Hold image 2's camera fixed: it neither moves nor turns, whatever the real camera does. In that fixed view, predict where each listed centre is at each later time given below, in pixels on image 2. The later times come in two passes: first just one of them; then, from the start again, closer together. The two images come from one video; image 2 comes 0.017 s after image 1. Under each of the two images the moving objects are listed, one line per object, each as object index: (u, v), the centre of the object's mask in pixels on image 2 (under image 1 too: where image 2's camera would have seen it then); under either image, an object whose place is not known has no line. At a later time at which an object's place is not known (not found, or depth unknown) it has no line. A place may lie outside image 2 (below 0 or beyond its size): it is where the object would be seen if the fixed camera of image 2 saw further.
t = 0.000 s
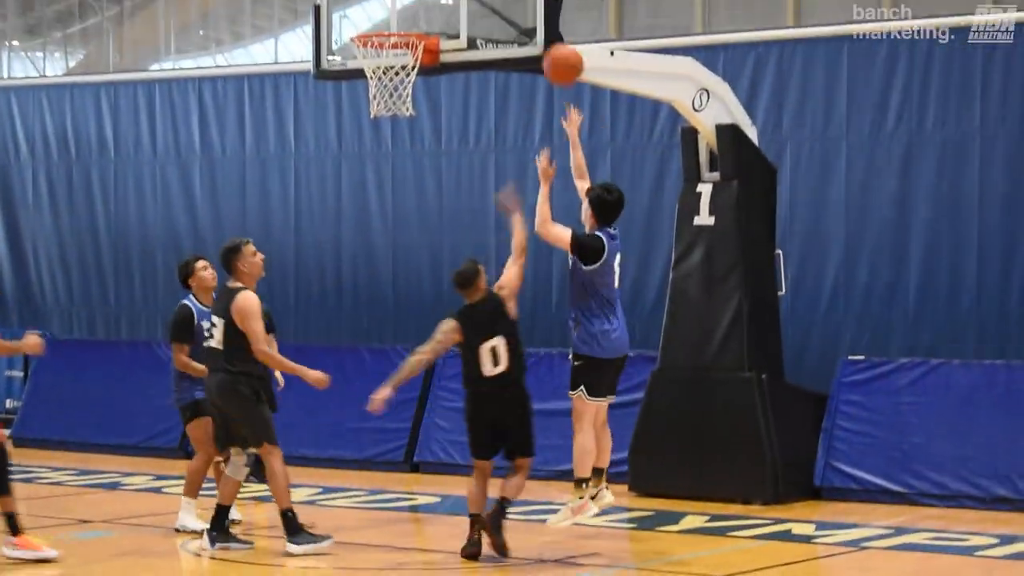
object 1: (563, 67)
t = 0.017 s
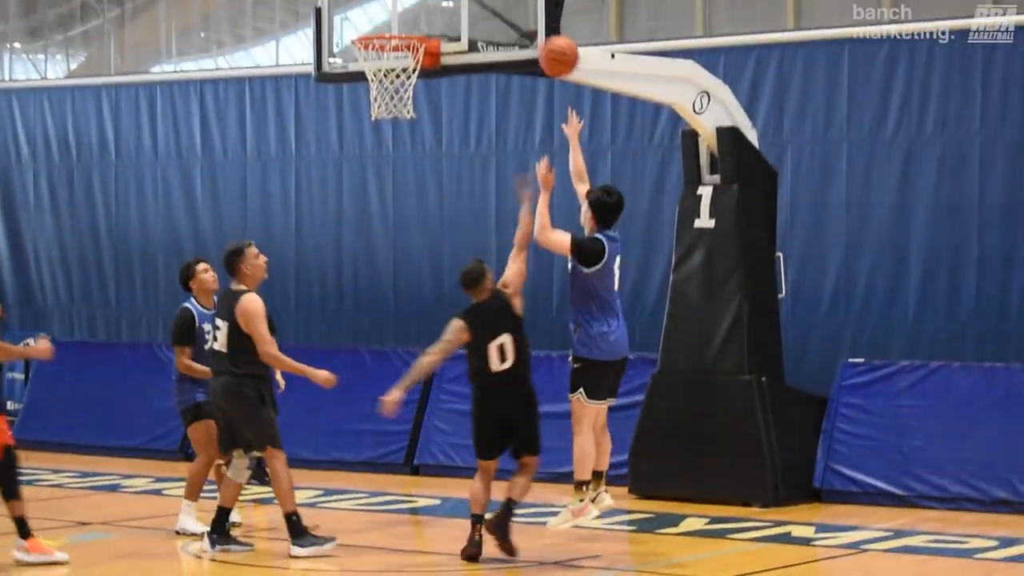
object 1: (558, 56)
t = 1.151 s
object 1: (411, 92)
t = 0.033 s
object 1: (553, 46)
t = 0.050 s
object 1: (549, 36)
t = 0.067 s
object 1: (543, 26)
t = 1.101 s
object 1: (414, 77)
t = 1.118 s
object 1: (413, 82)
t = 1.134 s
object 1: (411, 88)
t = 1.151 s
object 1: (411, 92)
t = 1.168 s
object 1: (410, 95)
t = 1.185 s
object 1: (408, 100)
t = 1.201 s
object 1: (408, 105)
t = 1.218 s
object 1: (406, 109)
